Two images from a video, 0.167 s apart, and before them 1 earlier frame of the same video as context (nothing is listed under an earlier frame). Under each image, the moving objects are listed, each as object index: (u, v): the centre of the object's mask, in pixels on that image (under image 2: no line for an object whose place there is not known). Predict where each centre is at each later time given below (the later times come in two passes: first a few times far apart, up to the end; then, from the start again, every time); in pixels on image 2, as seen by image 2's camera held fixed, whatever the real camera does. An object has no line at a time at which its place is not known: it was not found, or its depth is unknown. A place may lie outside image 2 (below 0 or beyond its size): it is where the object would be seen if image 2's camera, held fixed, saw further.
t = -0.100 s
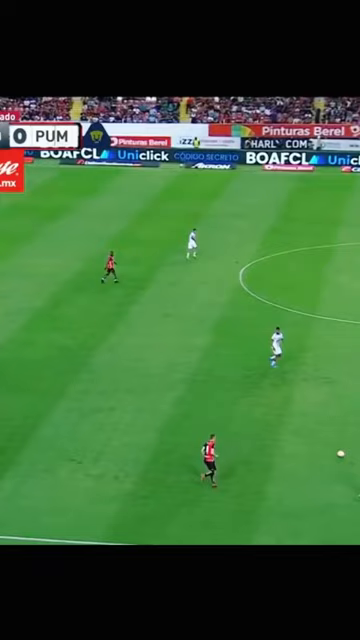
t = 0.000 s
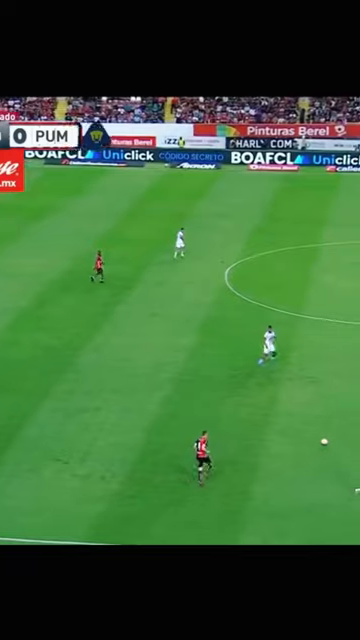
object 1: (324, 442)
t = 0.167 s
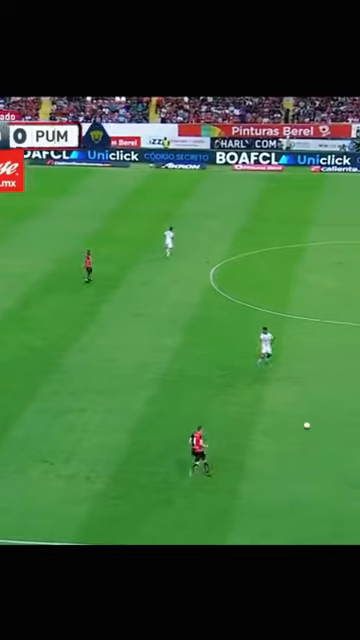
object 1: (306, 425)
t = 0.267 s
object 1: (304, 417)
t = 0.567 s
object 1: (301, 398)
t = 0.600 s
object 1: (301, 397)
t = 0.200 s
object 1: (306, 423)
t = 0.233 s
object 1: (305, 420)
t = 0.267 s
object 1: (304, 417)
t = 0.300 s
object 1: (303, 415)
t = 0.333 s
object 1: (303, 412)
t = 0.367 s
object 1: (302, 410)
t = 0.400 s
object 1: (302, 408)
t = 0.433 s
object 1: (302, 406)
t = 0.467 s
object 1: (302, 404)
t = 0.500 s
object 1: (302, 402)
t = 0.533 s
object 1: (301, 400)
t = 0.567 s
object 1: (301, 398)
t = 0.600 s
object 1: (301, 397)
